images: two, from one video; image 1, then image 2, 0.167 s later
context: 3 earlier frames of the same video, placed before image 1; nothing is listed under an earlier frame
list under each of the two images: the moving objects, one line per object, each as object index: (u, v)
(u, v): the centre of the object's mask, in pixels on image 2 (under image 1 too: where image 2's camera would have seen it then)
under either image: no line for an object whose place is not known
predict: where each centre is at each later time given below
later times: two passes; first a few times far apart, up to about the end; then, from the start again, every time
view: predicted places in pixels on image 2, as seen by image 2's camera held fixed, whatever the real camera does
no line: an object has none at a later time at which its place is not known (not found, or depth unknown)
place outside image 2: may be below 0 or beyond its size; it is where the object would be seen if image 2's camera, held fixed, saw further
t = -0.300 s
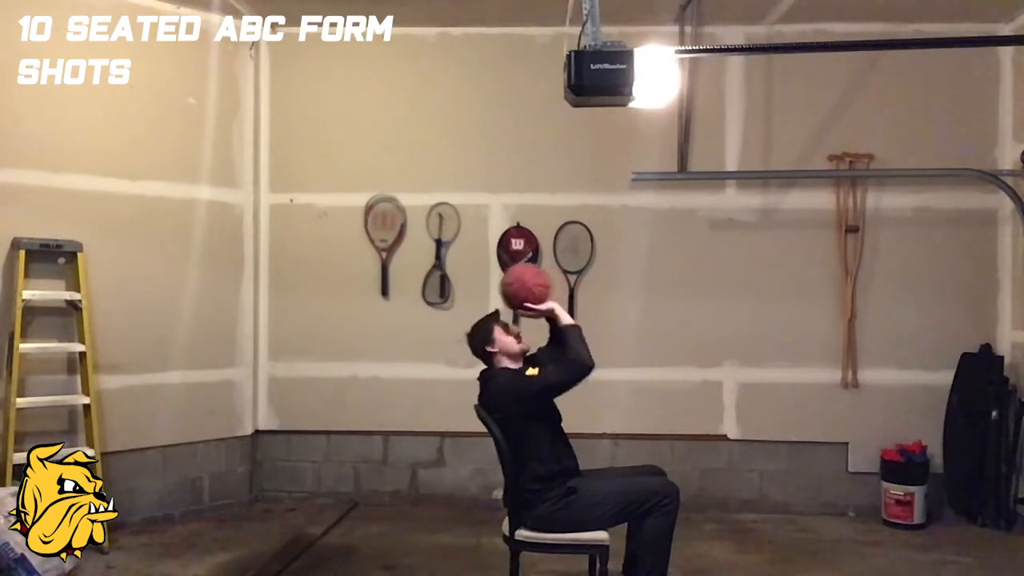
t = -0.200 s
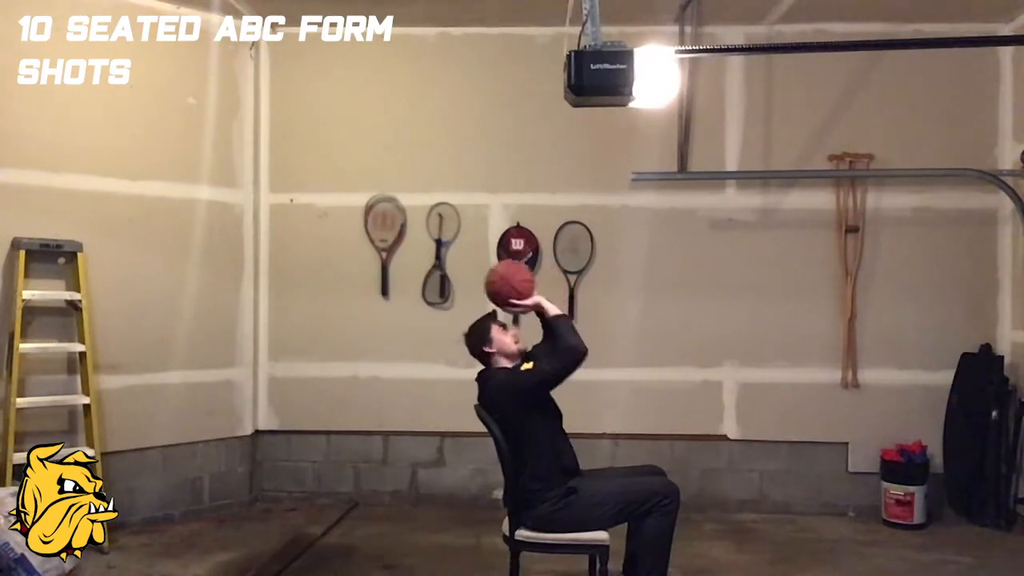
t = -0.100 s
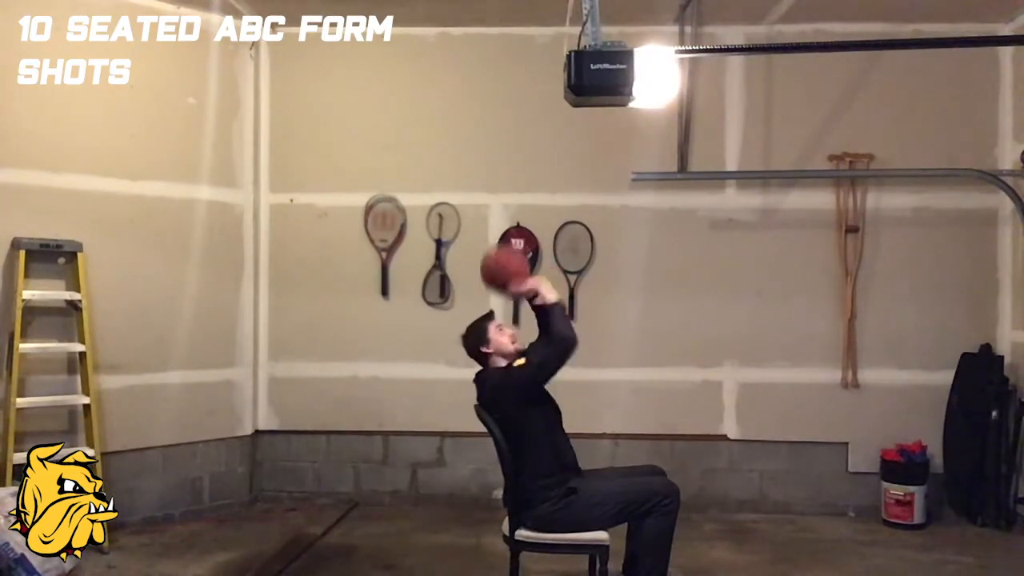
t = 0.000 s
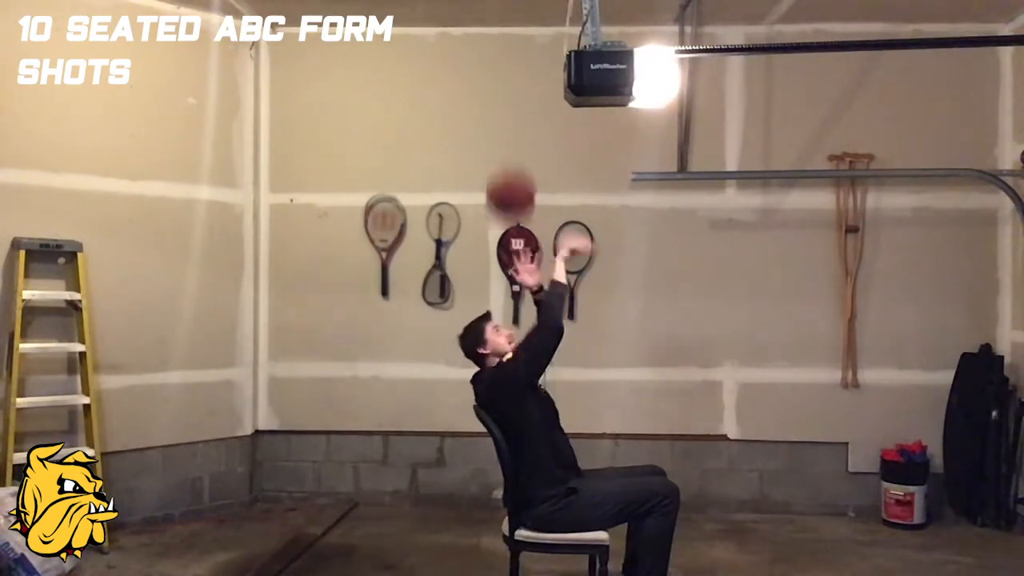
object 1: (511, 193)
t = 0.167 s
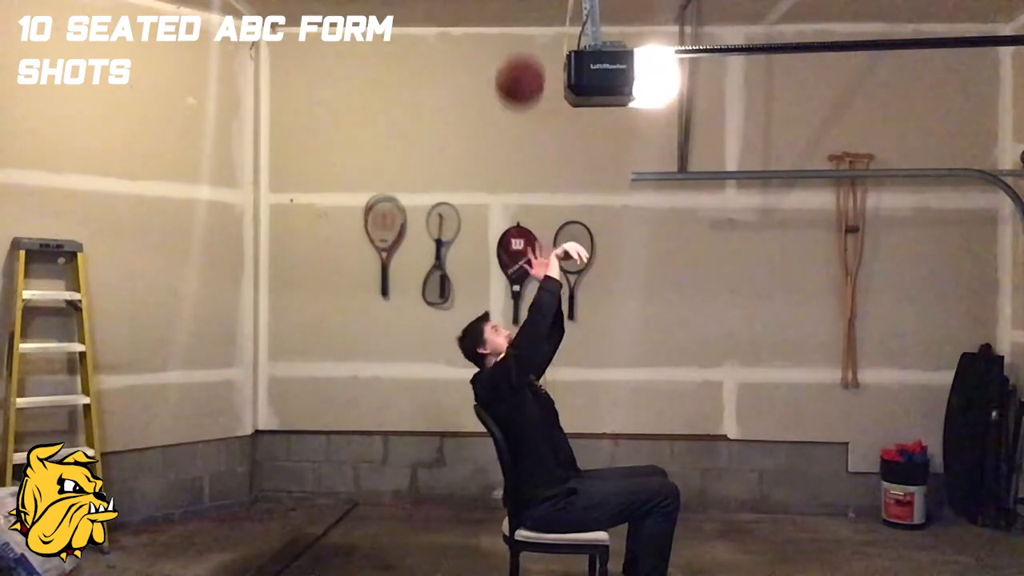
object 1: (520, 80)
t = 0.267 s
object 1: (525, 39)
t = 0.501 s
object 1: (536, 18)
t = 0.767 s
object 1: (548, 122)
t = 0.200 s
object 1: (522, 64)
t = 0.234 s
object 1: (523, 52)
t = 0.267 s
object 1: (525, 39)
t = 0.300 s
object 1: (528, 29)
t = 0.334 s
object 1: (529, 22)
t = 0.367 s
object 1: (530, 19)
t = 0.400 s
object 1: (533, 17)
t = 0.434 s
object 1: (533, 16)
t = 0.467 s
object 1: (535, 17)
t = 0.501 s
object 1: (536, 18)
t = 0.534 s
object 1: (538, 22)
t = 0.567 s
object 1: (539, 27)
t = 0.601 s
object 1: (540, 37)
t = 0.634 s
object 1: (541, 50)
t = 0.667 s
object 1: (542, 64)
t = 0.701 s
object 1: (544, 81)
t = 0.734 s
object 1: (546, 100)
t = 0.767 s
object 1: (548, 122)
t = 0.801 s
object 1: (549, 142)
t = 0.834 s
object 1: (551, 169)
